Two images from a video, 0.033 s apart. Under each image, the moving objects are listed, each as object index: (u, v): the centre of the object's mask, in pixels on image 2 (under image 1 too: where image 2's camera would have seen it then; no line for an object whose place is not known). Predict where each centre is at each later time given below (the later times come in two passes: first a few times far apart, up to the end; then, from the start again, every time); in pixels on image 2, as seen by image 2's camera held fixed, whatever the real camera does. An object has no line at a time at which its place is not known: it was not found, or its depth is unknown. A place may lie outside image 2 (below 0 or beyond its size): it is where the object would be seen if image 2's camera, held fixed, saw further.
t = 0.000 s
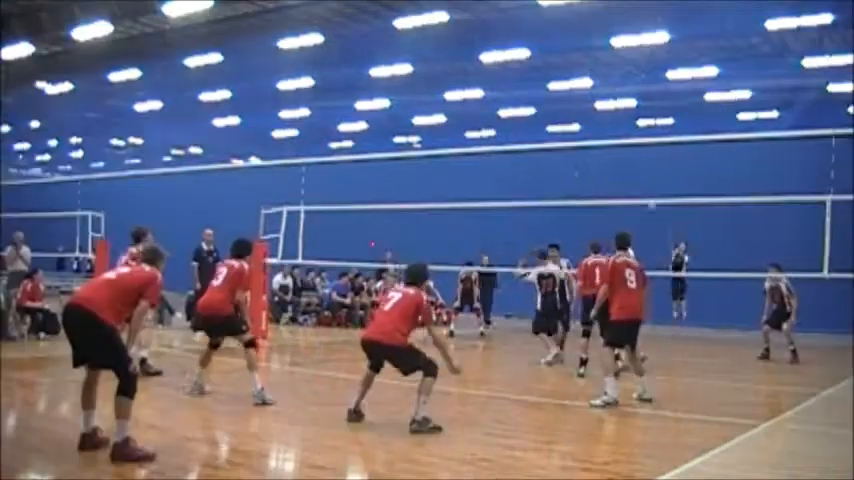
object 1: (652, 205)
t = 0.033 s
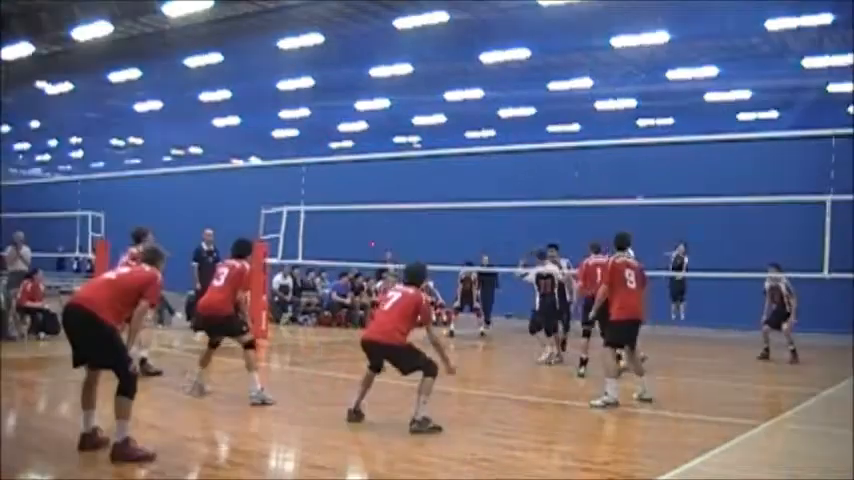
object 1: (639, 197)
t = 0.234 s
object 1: (556, 172)
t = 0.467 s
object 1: (441, 168)
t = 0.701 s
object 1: (297, 206)
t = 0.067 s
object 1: (627, 193)
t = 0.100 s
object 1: (613, 187)
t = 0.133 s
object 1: (600, 183)
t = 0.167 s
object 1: (585, 178)
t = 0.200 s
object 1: (571, 175)
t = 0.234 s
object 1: (556, 172)
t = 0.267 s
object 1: (538, 167)
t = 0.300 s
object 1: (527, 166)
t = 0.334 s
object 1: (512, 166)
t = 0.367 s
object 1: (494, 166)
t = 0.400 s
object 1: (477, 166)
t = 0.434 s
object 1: (460, 167)
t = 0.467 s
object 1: (441, 168)
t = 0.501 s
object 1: (423, 170)
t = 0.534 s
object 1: (405, 175)
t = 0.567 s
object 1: (385, 179)
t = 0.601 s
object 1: (364, 185)
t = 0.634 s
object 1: (343, 190)
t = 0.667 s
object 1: (322, 197)
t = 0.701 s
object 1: (297, 206)
